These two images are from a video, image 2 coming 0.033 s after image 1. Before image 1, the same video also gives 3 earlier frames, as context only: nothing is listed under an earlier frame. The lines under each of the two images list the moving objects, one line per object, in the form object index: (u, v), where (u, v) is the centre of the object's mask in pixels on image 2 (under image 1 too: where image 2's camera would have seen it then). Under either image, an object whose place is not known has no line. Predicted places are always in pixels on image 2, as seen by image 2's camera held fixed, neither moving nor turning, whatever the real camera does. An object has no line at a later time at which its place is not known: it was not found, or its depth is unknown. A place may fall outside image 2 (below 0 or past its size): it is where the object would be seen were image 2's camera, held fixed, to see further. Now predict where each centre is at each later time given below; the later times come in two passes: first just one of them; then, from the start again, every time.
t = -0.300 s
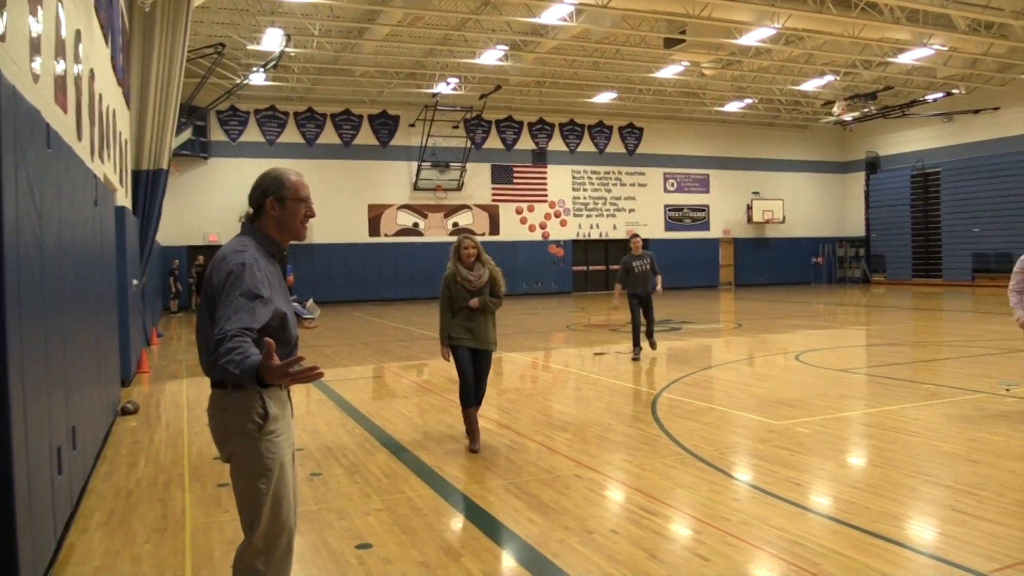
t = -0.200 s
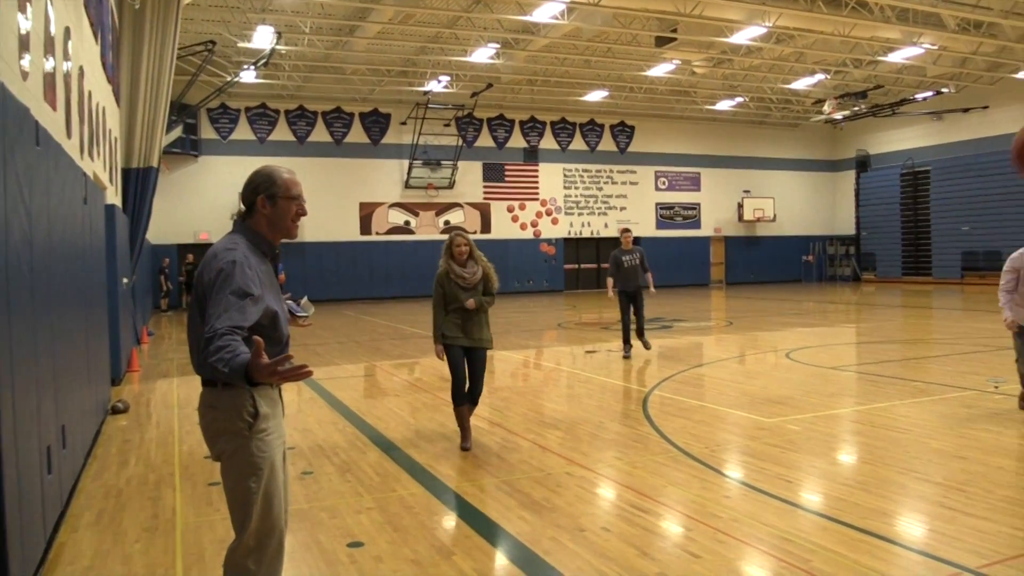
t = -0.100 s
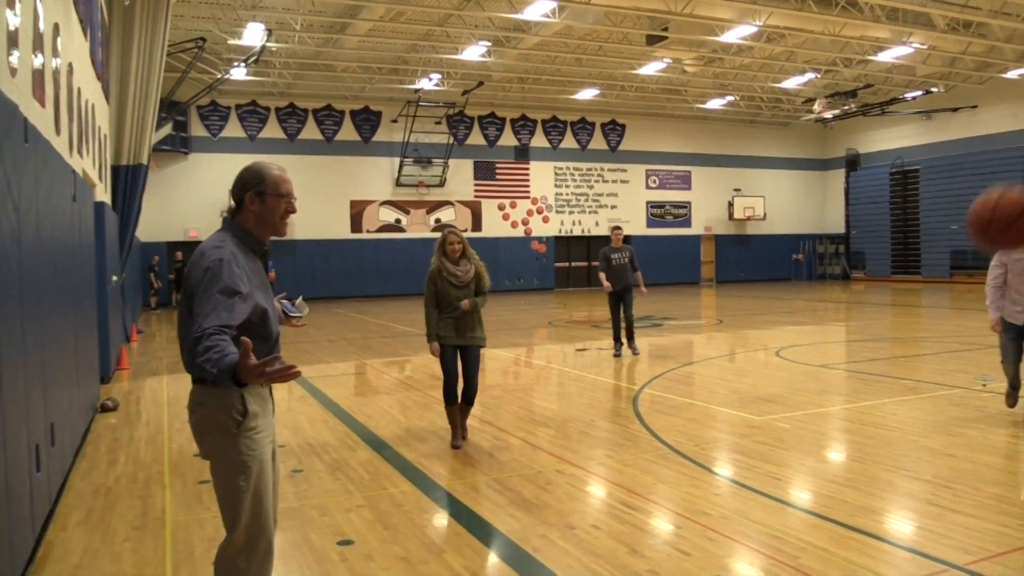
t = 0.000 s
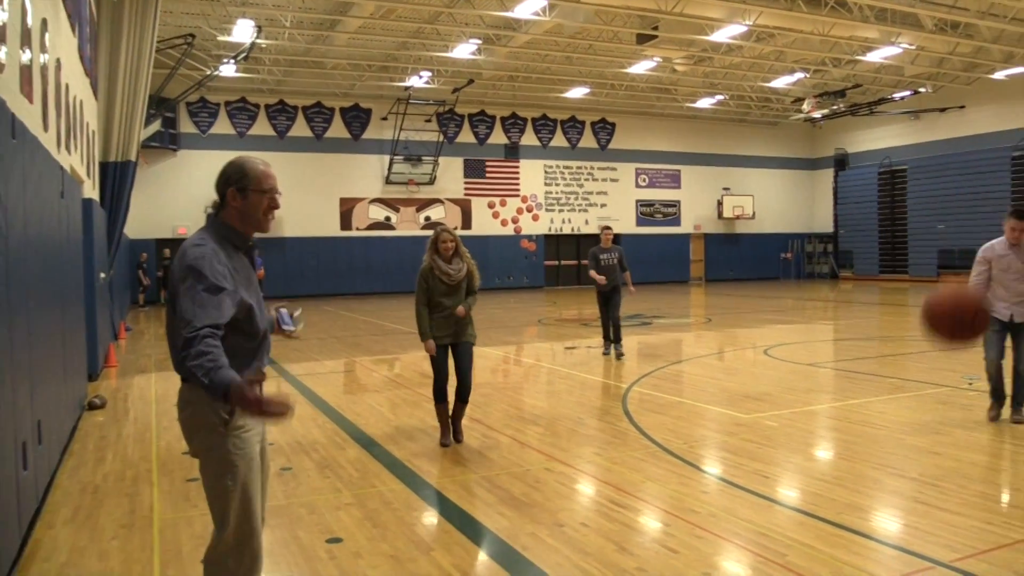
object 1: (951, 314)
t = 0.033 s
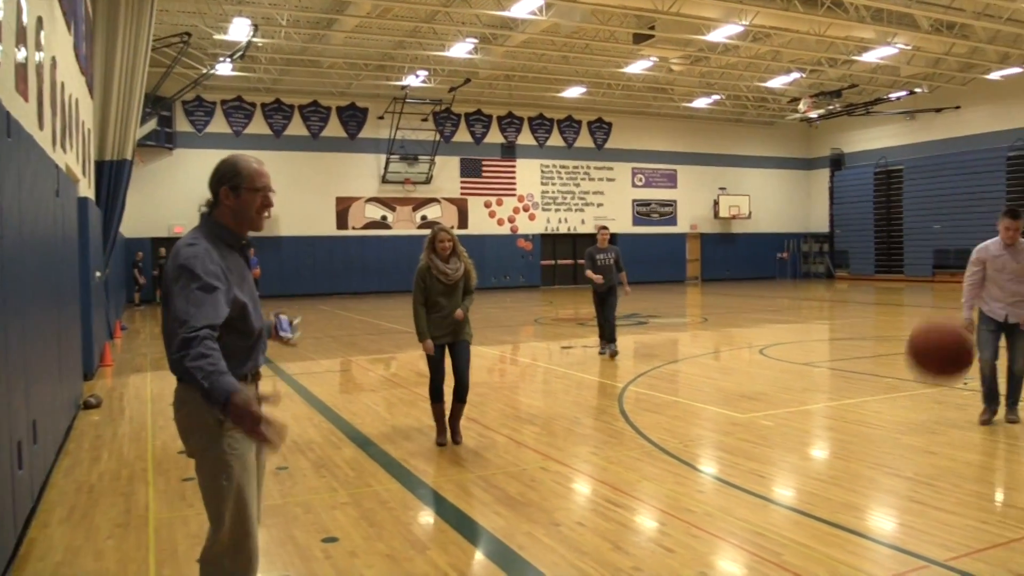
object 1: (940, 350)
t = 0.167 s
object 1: (904, 510)
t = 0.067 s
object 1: (931, 386)
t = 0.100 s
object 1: (922, 426)
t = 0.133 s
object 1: (913, 467)
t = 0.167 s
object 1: (904, 510)
